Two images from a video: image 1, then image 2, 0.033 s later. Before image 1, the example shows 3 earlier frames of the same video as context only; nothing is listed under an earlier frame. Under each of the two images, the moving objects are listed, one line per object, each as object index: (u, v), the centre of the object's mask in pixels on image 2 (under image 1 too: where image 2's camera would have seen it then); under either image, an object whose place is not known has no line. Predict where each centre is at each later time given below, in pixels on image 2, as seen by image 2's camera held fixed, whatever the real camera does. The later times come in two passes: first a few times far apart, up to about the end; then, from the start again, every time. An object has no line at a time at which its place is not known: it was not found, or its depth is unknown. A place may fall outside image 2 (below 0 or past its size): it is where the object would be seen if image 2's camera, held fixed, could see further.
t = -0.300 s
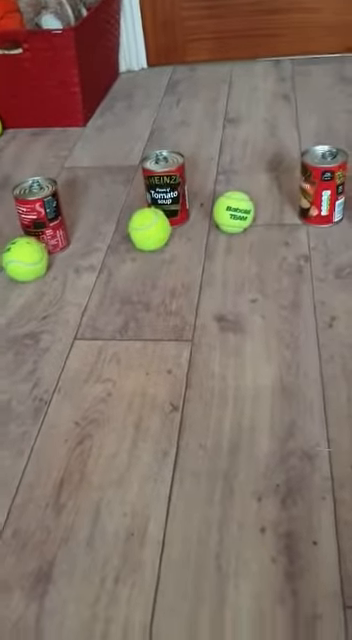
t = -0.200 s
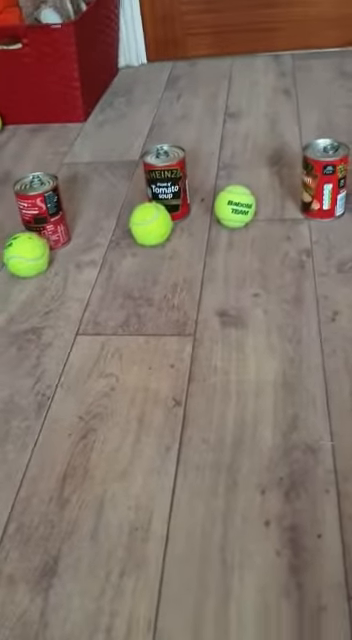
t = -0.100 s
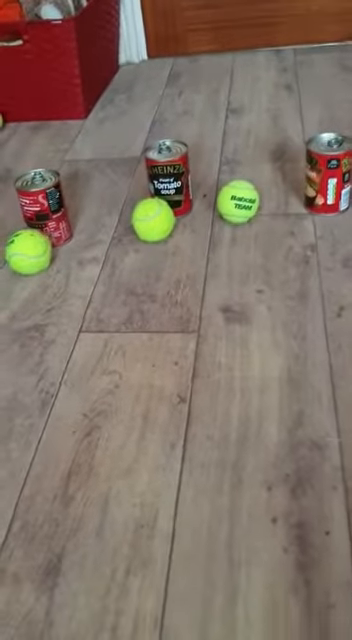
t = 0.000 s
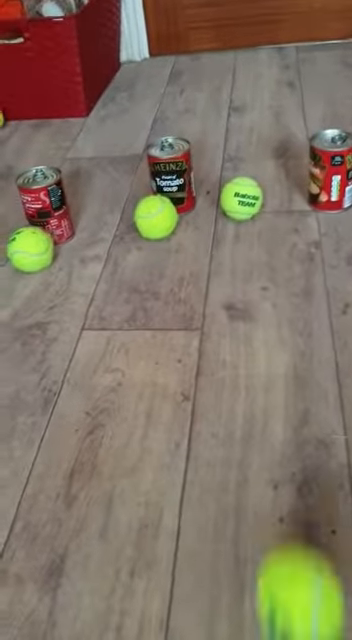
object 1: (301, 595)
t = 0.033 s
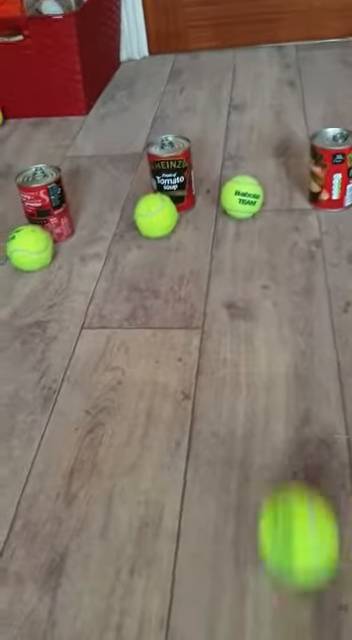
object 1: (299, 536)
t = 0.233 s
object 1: (288, 327)
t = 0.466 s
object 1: (282, 196)
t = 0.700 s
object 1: (304, 126)
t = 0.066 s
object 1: (297, 482)
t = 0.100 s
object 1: (295, 439)
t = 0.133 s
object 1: (293, 409)
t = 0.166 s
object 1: (292, 388)
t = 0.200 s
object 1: (290, 352)
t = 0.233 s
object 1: (288, 327)
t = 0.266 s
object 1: (286, 304)
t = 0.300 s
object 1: (285, 282)
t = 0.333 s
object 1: (284, 261)
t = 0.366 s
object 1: (283, 242)
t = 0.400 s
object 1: (282, 225)
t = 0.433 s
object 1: (281, 210)
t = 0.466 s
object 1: (282, 196)
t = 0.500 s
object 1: (286, 183)
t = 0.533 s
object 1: (289, 173)
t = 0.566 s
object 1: (292, 163)
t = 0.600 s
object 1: (294, 153)
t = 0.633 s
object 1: (297, 143)
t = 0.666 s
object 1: (300, 134)
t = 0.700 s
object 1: (304, 126)
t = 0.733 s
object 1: (308, 119)
